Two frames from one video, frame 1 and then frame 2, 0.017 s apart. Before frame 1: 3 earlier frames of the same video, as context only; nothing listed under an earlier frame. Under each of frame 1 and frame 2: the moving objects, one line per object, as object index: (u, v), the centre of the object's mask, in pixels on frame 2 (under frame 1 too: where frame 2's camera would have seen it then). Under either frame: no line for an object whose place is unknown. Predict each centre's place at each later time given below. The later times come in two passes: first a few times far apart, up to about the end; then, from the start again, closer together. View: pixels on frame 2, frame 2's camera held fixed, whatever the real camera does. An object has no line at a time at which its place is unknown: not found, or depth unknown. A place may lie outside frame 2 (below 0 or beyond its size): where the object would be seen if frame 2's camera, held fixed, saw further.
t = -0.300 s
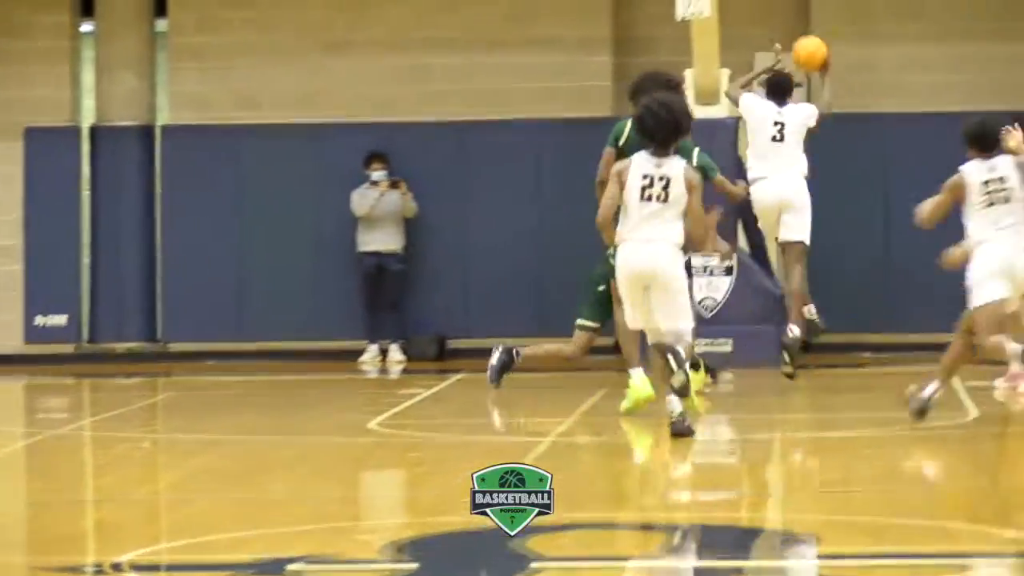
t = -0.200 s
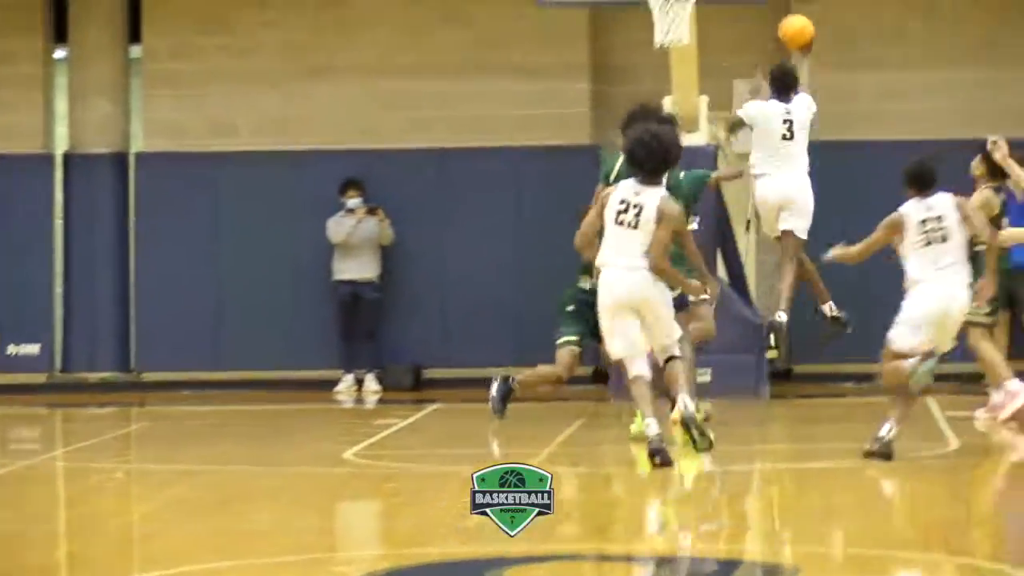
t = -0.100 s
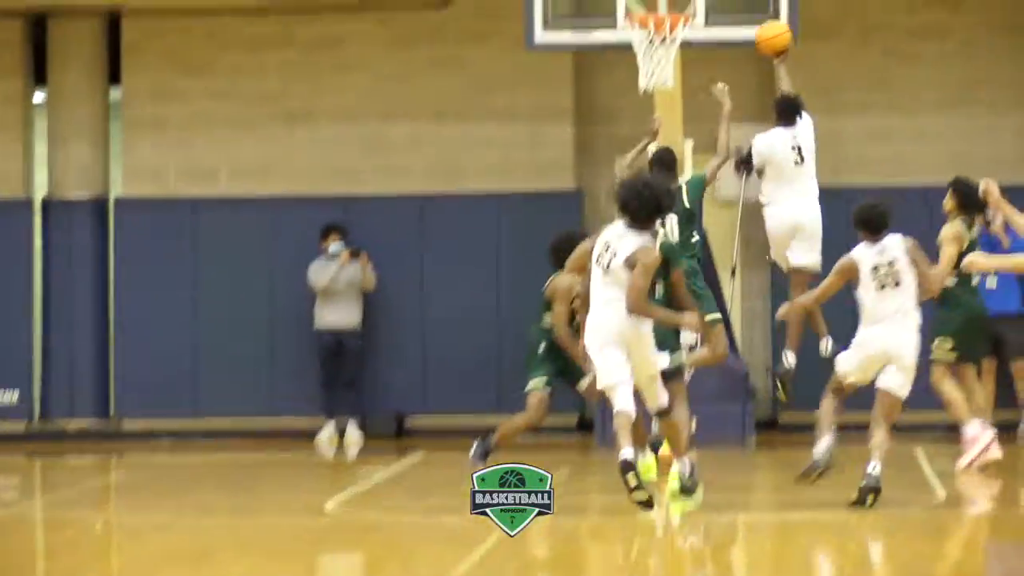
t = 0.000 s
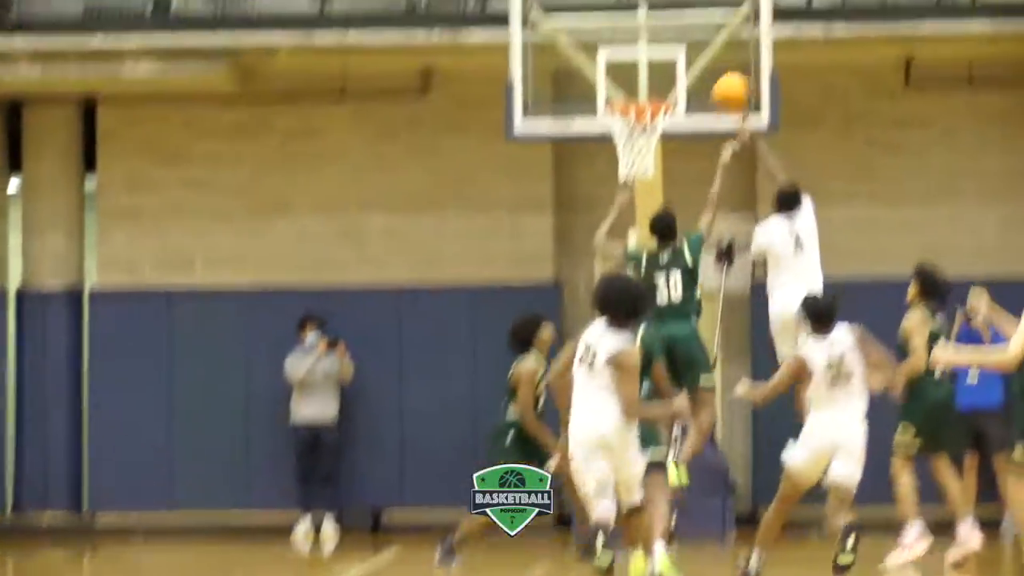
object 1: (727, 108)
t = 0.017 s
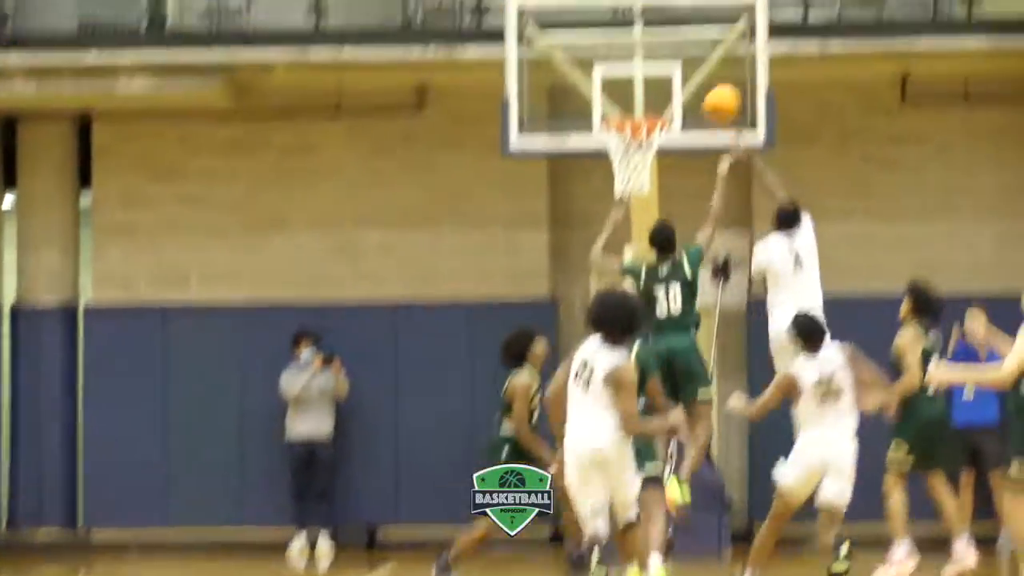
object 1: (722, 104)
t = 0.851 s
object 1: (625, 109)
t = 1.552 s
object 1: (656, 169)
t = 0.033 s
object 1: (717, 100)
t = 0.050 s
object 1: (712, 97)
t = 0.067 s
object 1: (707, 96)
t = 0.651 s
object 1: (651, 113)
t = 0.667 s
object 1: (652, 112)
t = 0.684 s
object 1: (652, 112)
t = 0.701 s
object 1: (652, 111)
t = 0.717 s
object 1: (650, 111)
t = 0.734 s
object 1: (646, 110)
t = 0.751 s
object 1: (643, 110)
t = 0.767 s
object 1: (640, 108)
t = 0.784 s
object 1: (637, 108)
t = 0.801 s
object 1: (634, 108)
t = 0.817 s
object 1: (631, 108)
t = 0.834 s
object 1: (627, 109)
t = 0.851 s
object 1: (625, 109)
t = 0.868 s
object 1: (624, 110)
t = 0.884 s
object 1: (622, 109)
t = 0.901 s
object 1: (621, 108)
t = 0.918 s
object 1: (620, 108)
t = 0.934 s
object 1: (620, 107)
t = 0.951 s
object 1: (620, 108)
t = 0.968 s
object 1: (620, 107)
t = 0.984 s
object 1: (619, 108)
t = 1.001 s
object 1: (619, 109)
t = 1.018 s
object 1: (618, 109)
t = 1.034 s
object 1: (617, 111)
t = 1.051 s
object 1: (616, 112)
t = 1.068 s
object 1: (617, 112)
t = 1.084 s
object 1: (619, 112)
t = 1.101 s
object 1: (620, 112)
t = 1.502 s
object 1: (660, 165)
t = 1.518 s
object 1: (659, 171)
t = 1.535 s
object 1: (657, 169)
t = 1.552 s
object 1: (656, 169)
